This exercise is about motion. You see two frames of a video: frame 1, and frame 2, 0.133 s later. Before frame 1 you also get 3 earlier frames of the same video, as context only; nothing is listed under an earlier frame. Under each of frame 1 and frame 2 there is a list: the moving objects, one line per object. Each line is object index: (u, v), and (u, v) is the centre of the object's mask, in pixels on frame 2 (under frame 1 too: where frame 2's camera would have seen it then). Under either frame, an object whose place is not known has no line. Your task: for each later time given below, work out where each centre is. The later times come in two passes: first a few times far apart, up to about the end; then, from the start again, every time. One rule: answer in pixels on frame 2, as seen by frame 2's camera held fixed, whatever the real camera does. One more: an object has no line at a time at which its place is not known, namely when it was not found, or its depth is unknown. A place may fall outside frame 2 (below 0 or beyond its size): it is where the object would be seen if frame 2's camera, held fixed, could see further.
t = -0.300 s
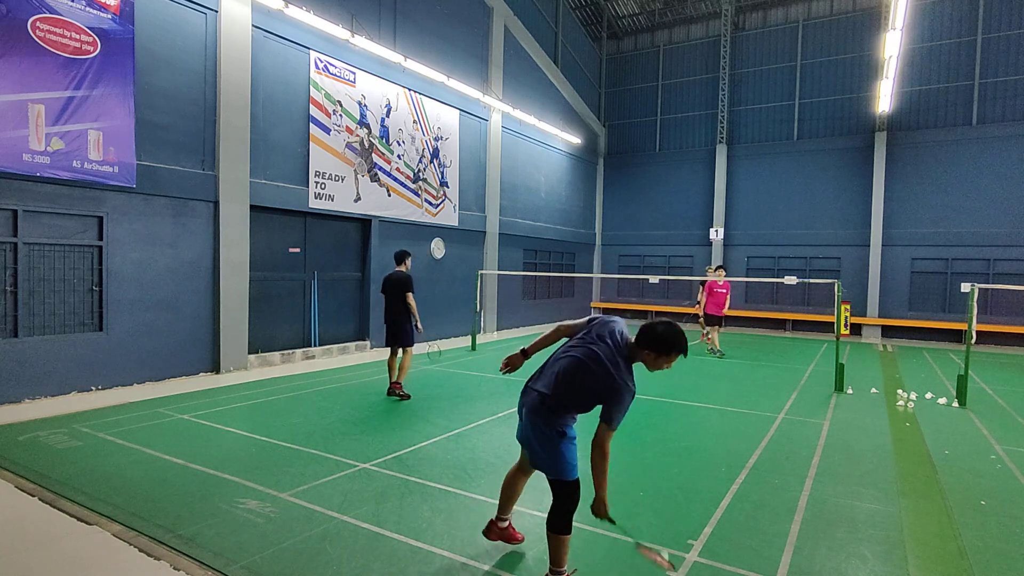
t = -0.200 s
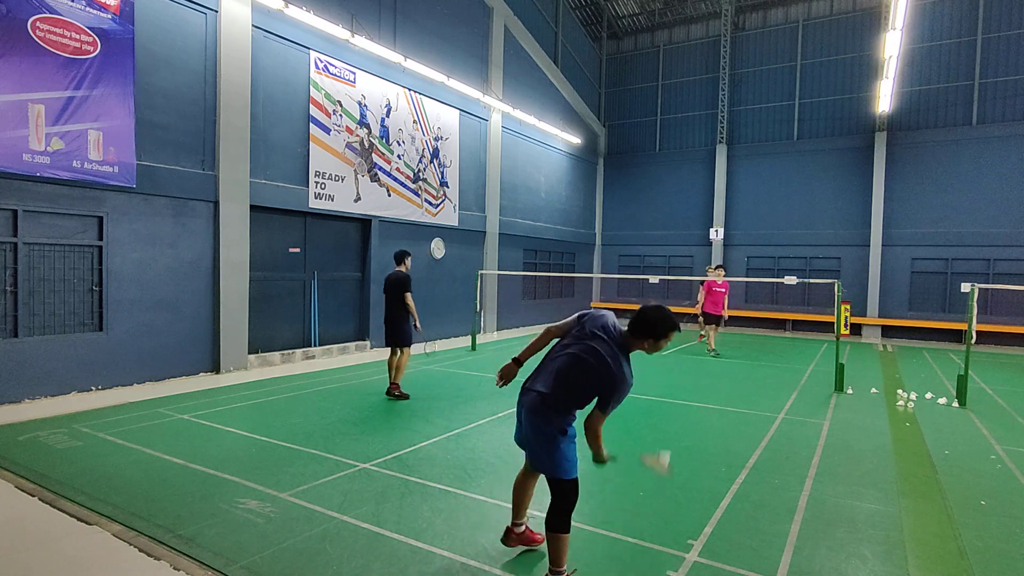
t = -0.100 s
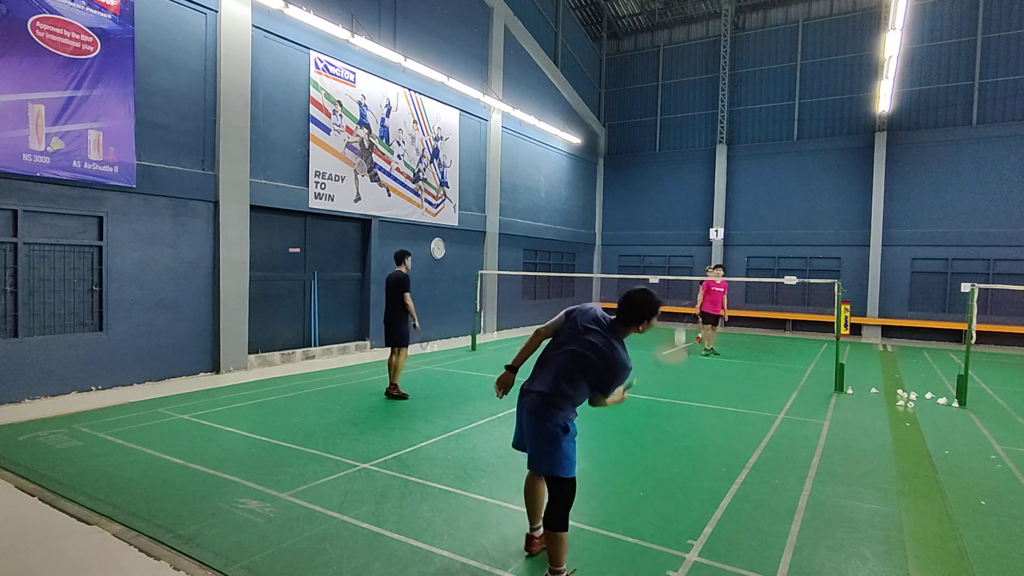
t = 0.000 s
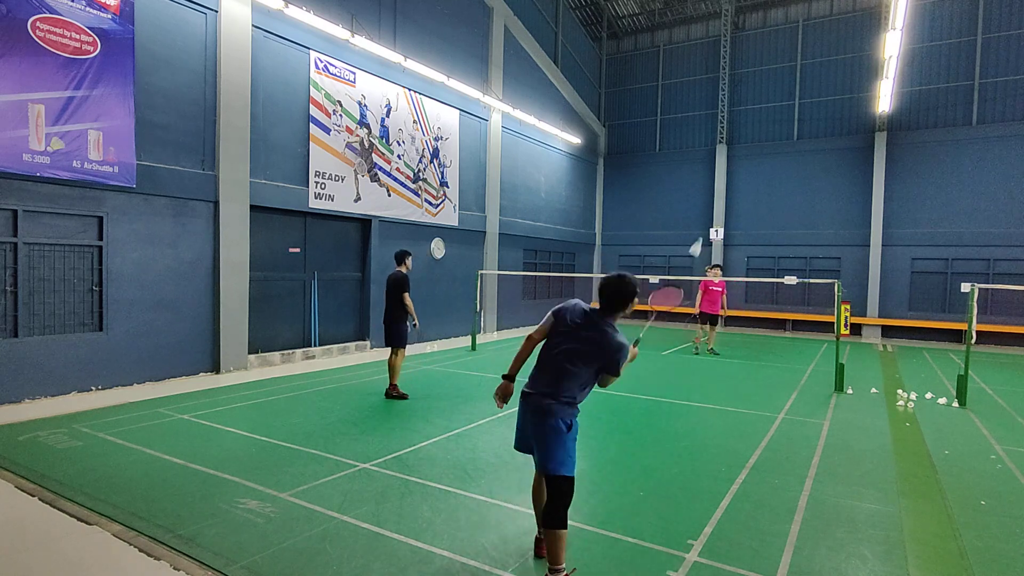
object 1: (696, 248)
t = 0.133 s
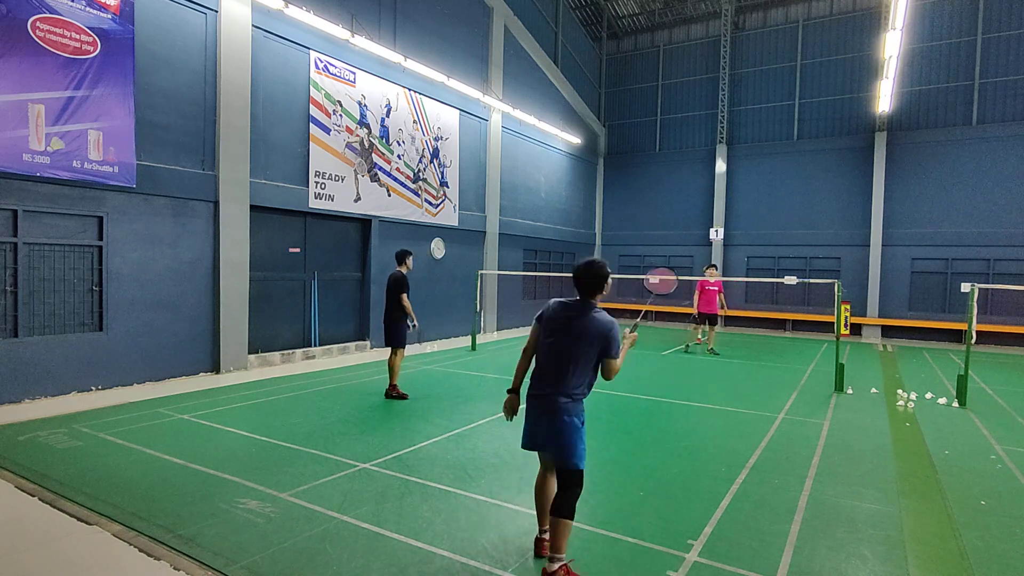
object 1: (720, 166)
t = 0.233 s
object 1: (727, 128)
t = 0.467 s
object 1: (747, 102)
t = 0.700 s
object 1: (766, 144)
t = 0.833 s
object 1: (772, 197)
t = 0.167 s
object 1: (722, 151)
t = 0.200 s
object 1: (724, 139)
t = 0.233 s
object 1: (727, 128)
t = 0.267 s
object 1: (730, 119)
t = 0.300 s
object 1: (733, 112)
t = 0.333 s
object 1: (736, 107)
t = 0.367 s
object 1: (739, 104)
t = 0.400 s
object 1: (742, 102)
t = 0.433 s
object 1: (745, 101)
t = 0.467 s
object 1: (747, 102)
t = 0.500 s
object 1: (750, 104)
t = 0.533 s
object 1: (753, 107)
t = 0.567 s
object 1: (755, 112)
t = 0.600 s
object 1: (758, 118)
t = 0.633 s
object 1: (761, 125)
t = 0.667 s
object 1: (764, 134)
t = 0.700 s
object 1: (766, 144)
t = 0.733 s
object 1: (768, 156)
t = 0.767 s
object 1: (770, 169)
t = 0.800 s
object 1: (771, 182)
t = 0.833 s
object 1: (772, 197)
